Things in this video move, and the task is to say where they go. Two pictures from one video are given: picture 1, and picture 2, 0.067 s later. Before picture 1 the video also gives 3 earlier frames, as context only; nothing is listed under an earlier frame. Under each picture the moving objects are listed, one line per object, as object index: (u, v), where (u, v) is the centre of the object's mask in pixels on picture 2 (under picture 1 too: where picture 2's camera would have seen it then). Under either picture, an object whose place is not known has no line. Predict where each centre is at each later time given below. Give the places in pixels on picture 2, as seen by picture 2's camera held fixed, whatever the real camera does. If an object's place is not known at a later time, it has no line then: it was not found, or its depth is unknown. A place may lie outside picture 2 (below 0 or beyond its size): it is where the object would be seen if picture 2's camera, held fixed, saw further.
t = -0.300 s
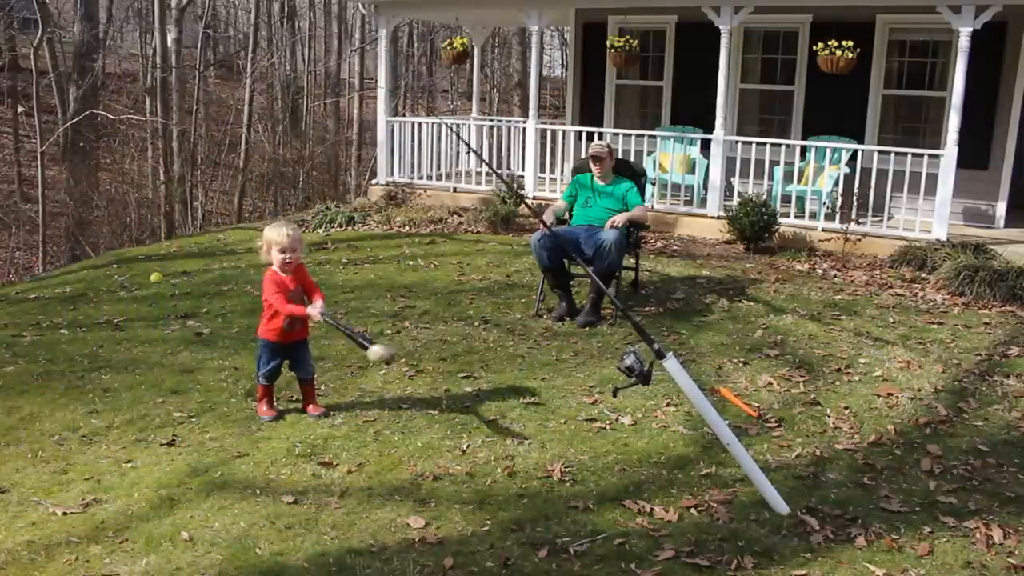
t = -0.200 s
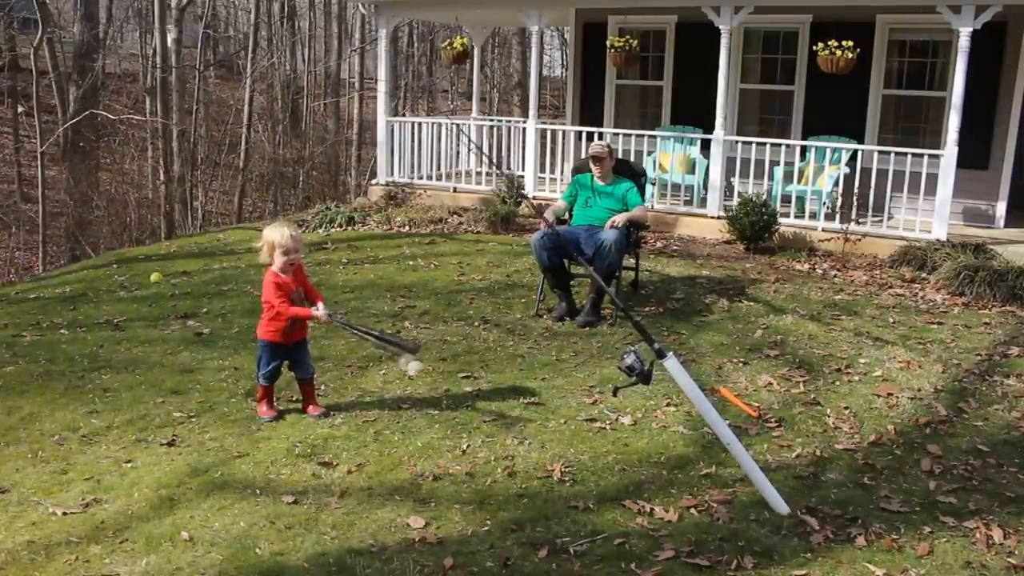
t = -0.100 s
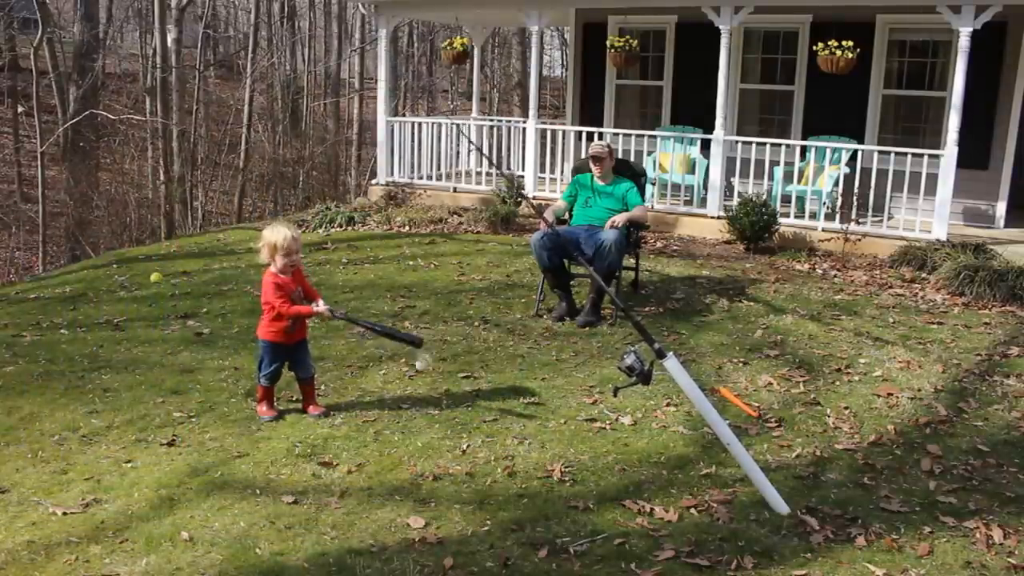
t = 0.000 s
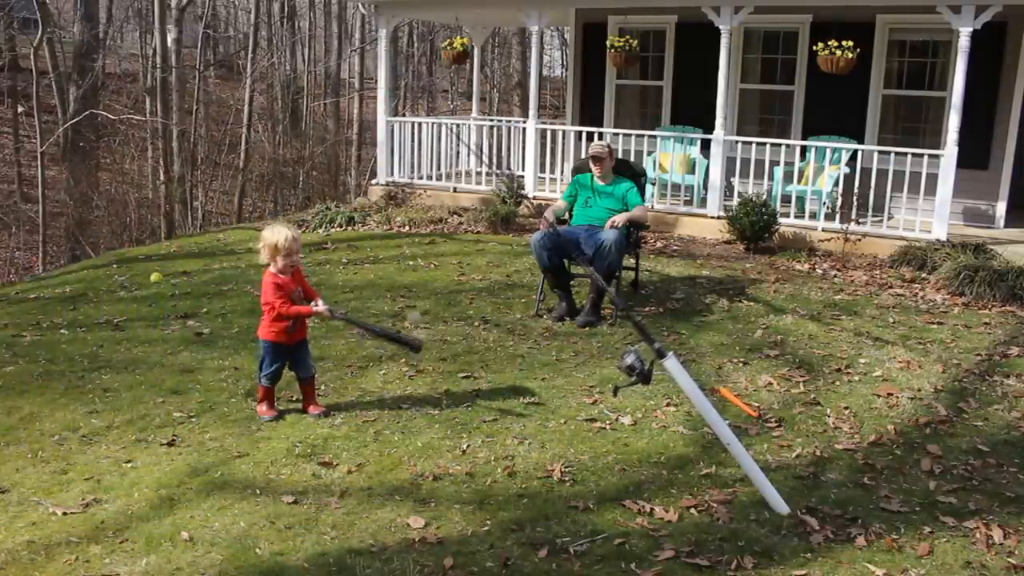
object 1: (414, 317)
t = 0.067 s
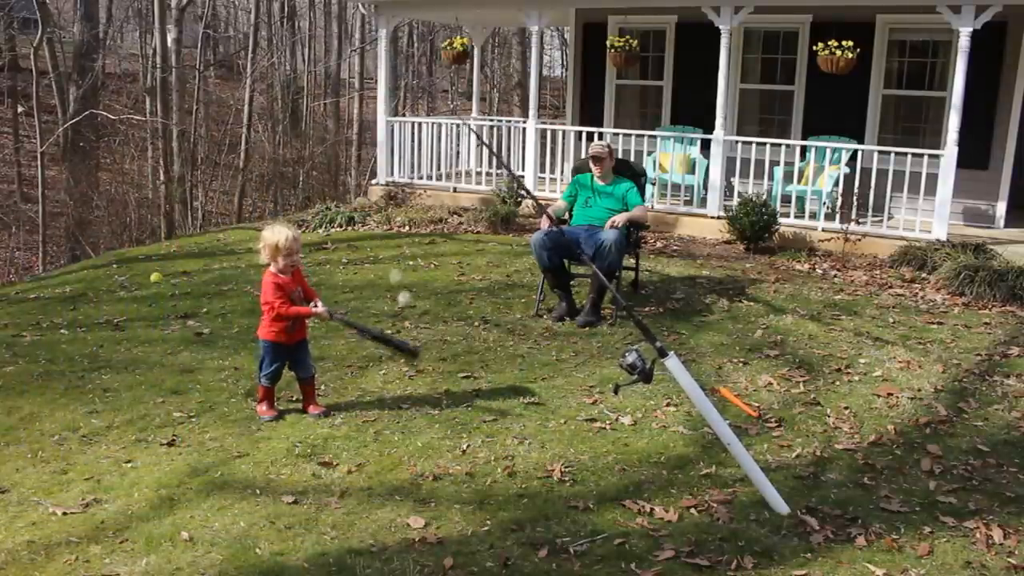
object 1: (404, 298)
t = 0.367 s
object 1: (323, 135)
